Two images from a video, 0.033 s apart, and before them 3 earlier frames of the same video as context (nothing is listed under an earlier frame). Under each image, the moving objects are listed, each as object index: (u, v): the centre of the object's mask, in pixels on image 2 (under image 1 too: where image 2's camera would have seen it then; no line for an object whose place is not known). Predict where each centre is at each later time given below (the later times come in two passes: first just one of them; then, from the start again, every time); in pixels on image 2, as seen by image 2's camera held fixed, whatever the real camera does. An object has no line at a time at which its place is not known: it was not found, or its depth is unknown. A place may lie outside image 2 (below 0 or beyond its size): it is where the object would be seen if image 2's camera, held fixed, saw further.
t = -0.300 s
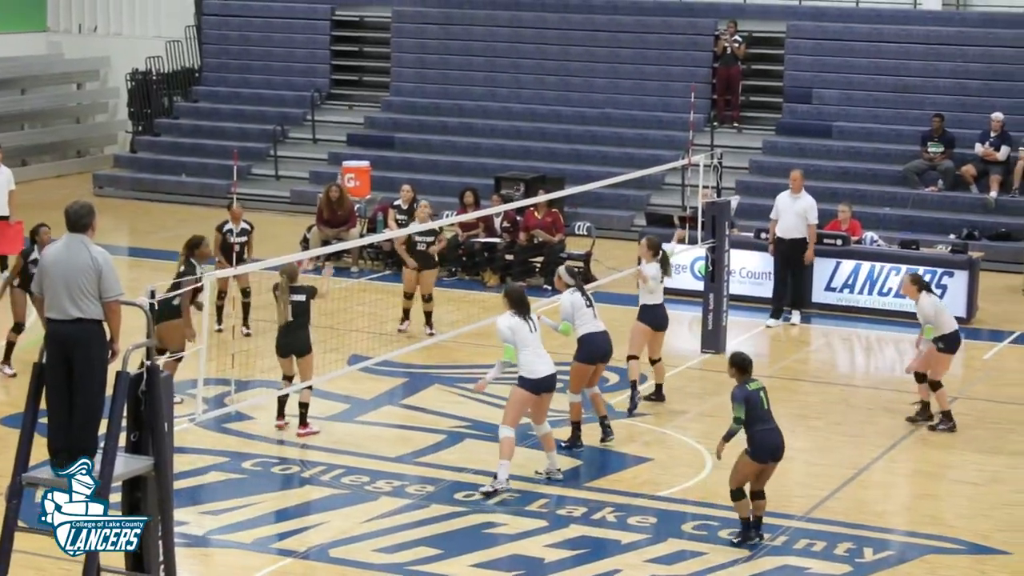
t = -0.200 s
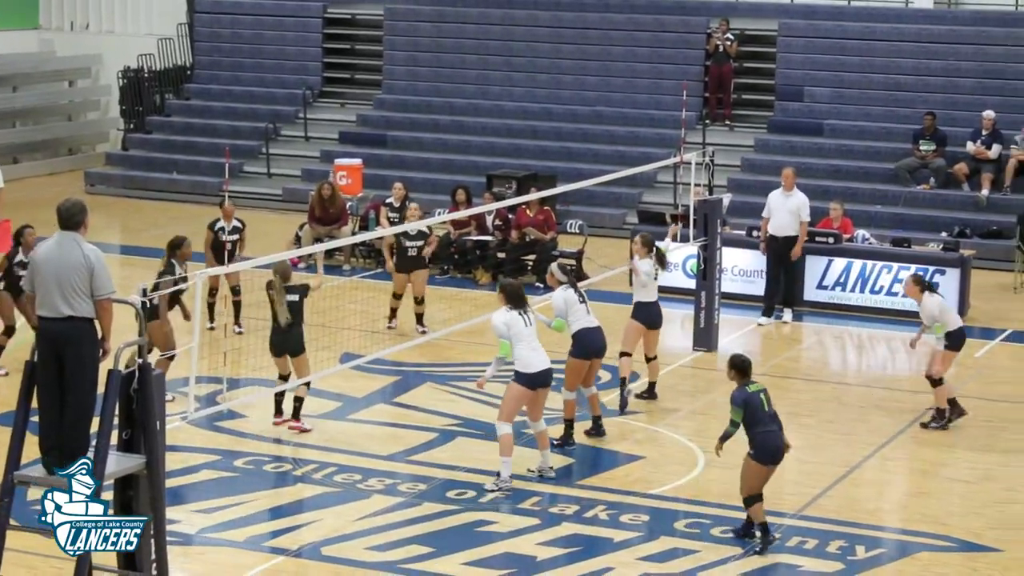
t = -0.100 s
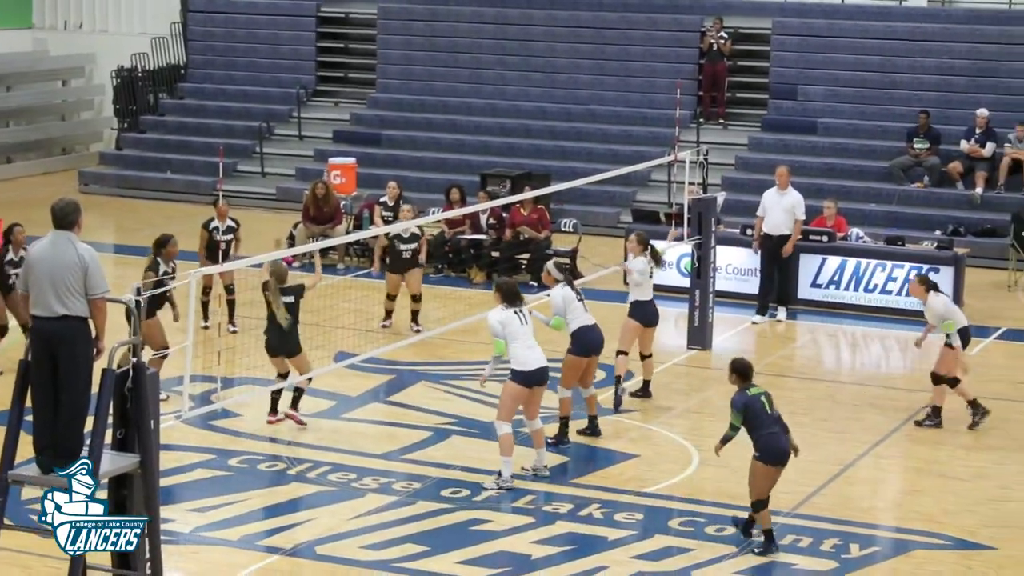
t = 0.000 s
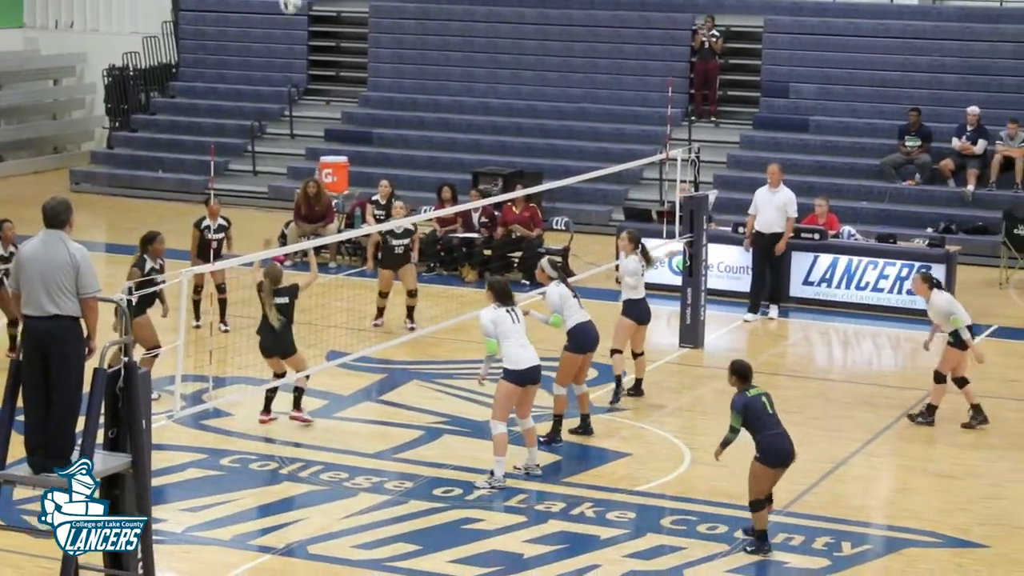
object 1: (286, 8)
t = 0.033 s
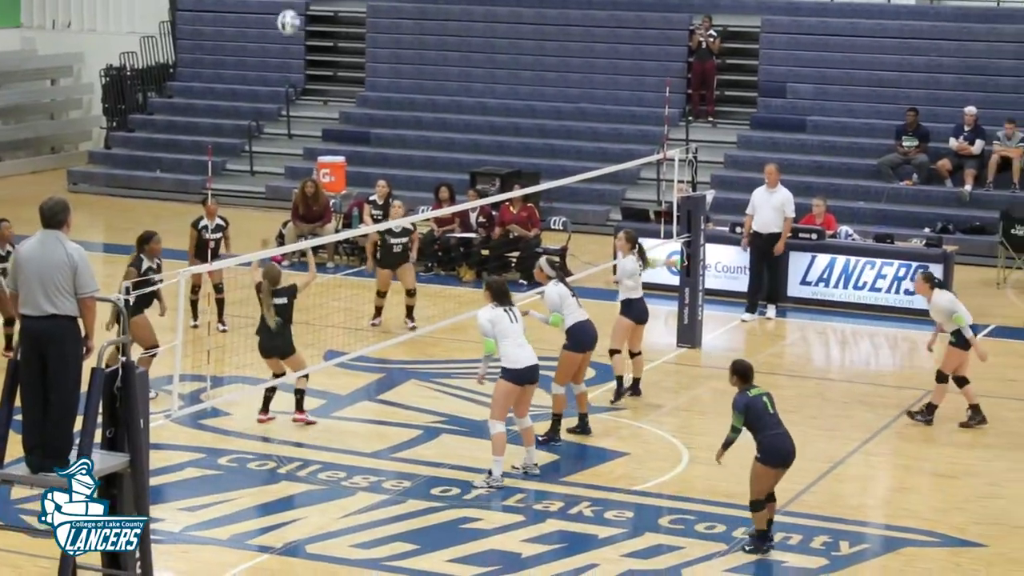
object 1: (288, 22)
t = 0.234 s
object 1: (292, 170)
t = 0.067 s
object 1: (289, 45)
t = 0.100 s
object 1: (290, 67)
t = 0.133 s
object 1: (290, 91)
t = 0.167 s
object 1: (290, 115)
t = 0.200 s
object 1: (292, 143)
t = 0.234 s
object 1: (292, 170)
